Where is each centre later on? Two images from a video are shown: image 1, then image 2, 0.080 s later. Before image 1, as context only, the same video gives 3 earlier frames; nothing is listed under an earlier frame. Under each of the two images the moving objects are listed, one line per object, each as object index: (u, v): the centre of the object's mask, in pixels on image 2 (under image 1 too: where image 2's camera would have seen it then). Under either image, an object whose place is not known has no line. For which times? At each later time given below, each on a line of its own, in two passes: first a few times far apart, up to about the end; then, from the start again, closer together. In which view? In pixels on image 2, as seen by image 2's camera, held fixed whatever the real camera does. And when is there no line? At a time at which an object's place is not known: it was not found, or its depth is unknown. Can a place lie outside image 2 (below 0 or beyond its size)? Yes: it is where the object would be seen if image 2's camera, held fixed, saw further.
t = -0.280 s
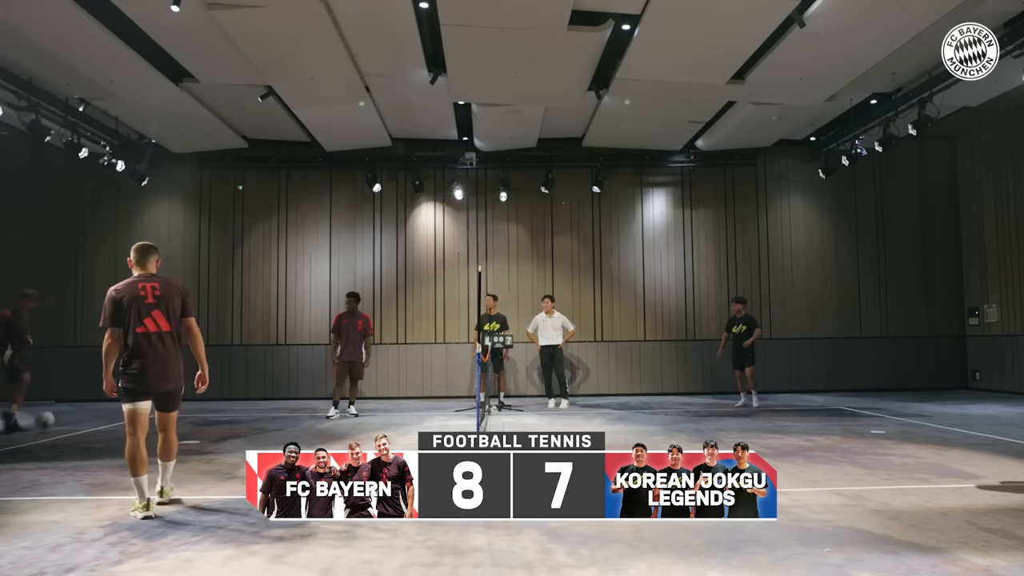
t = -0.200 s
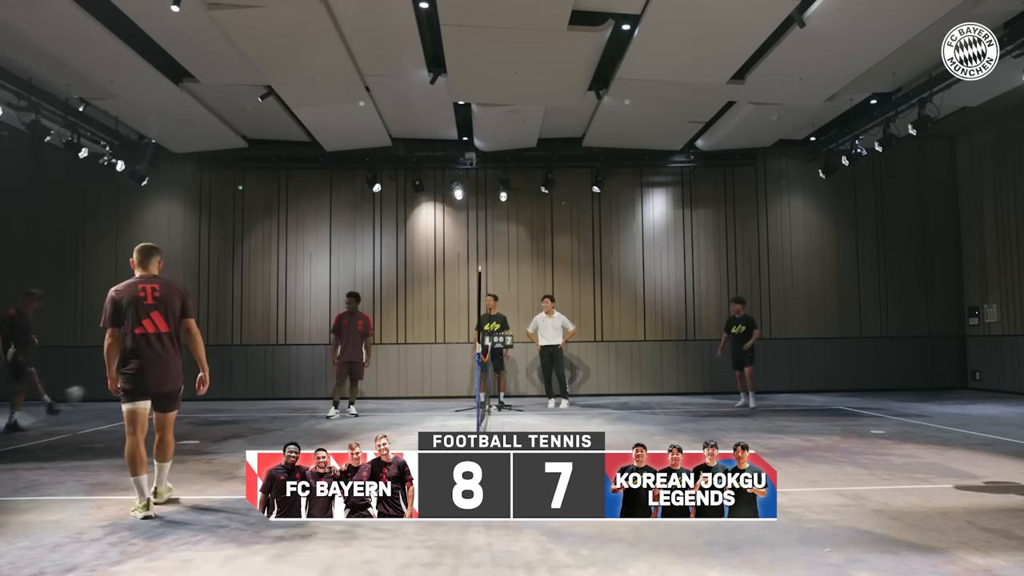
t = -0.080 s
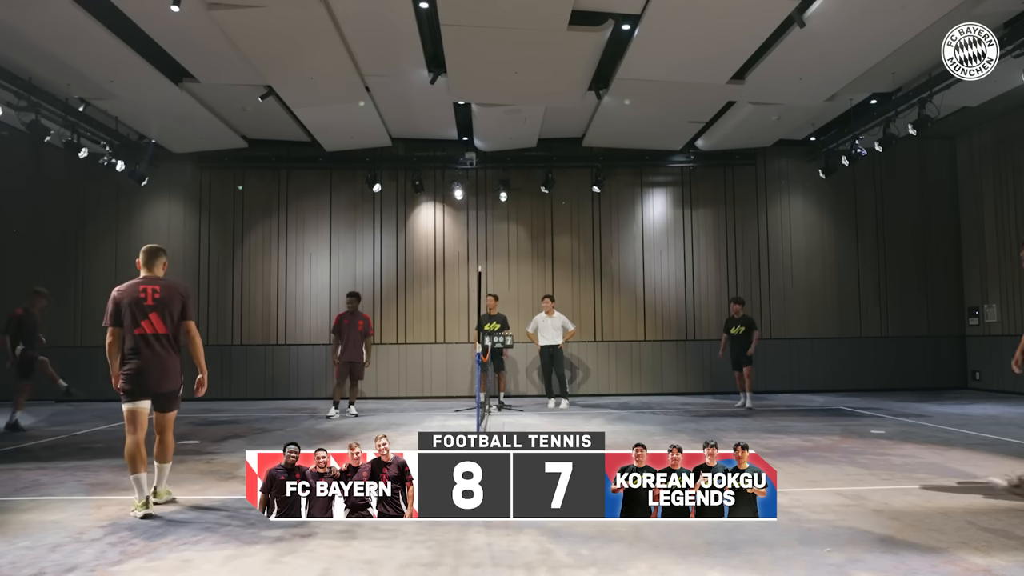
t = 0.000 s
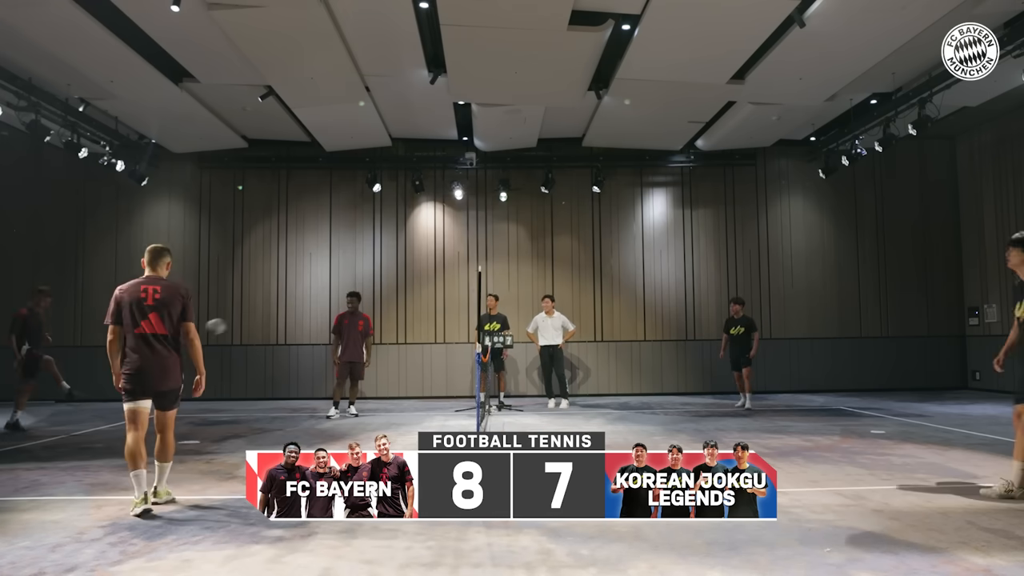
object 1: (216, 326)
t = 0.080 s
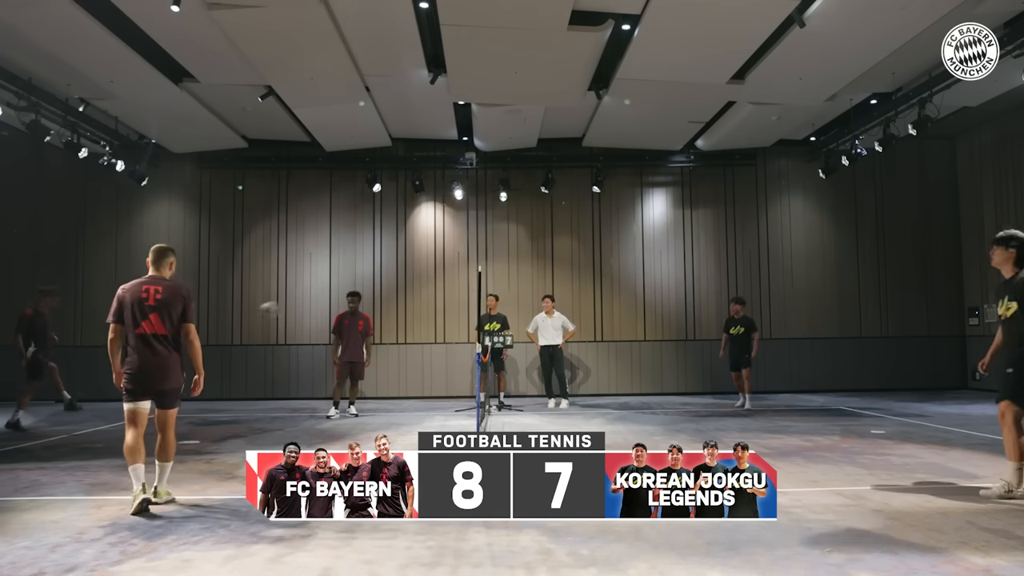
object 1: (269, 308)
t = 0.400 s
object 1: (471, 290)
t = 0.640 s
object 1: (609, 325)
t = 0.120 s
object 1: (292, 301)
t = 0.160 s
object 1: (322, 297)
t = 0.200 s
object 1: (349, 292)
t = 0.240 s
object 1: (374, 290)
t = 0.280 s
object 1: (399, 288)
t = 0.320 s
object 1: (423, 287)
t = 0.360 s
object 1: (448, 288)
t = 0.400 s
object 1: (471, 290)
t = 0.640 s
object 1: (609, 325)
